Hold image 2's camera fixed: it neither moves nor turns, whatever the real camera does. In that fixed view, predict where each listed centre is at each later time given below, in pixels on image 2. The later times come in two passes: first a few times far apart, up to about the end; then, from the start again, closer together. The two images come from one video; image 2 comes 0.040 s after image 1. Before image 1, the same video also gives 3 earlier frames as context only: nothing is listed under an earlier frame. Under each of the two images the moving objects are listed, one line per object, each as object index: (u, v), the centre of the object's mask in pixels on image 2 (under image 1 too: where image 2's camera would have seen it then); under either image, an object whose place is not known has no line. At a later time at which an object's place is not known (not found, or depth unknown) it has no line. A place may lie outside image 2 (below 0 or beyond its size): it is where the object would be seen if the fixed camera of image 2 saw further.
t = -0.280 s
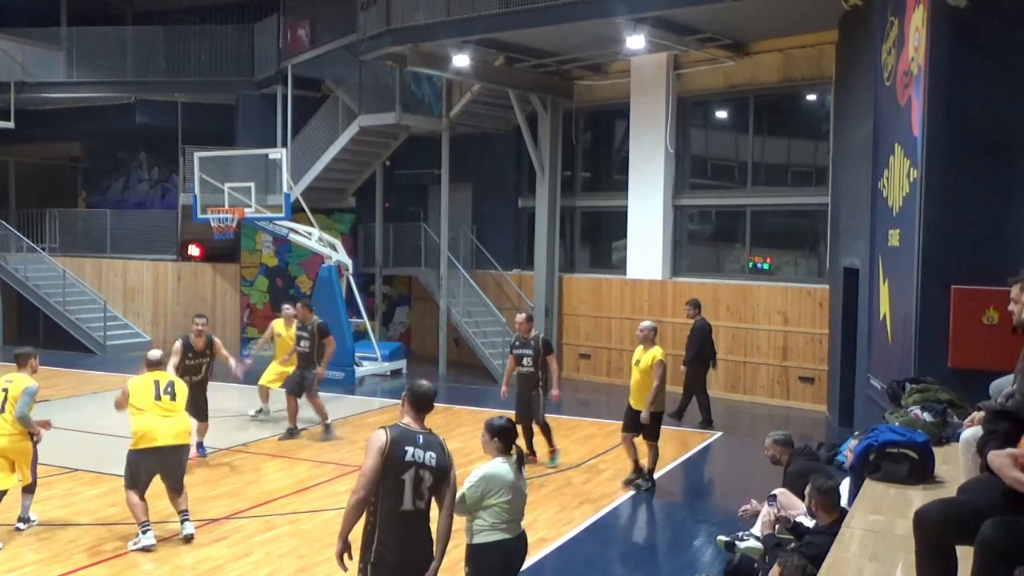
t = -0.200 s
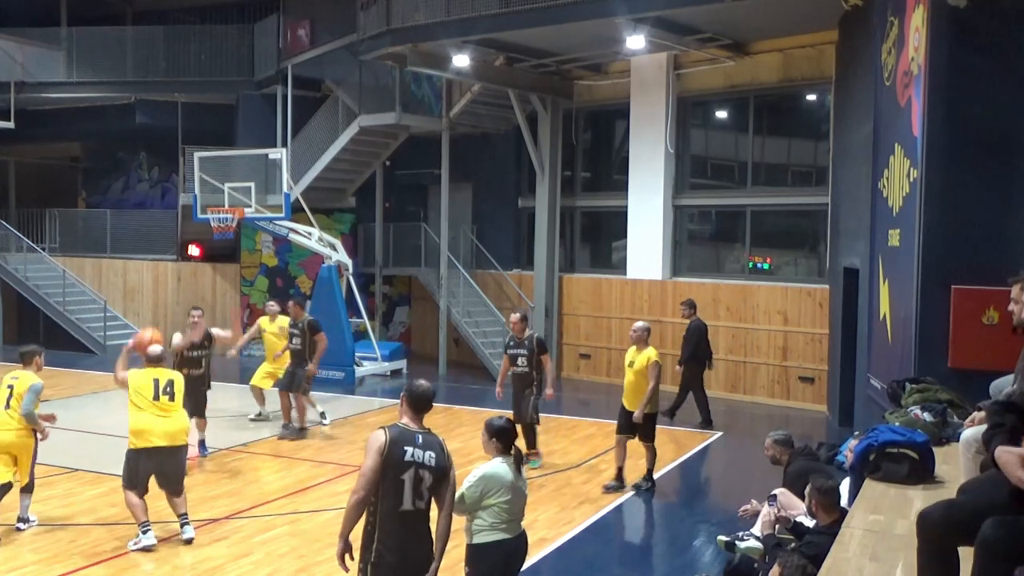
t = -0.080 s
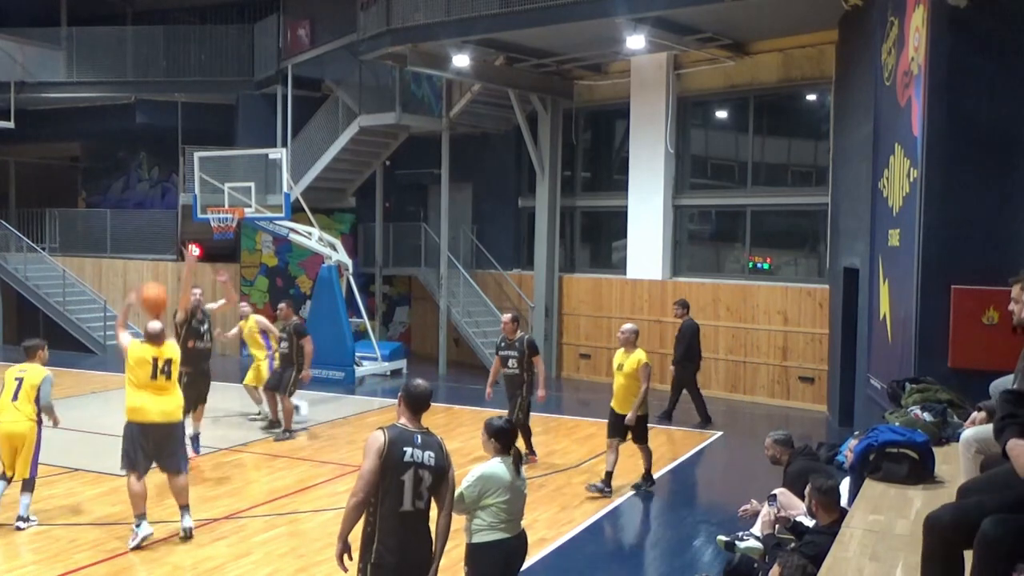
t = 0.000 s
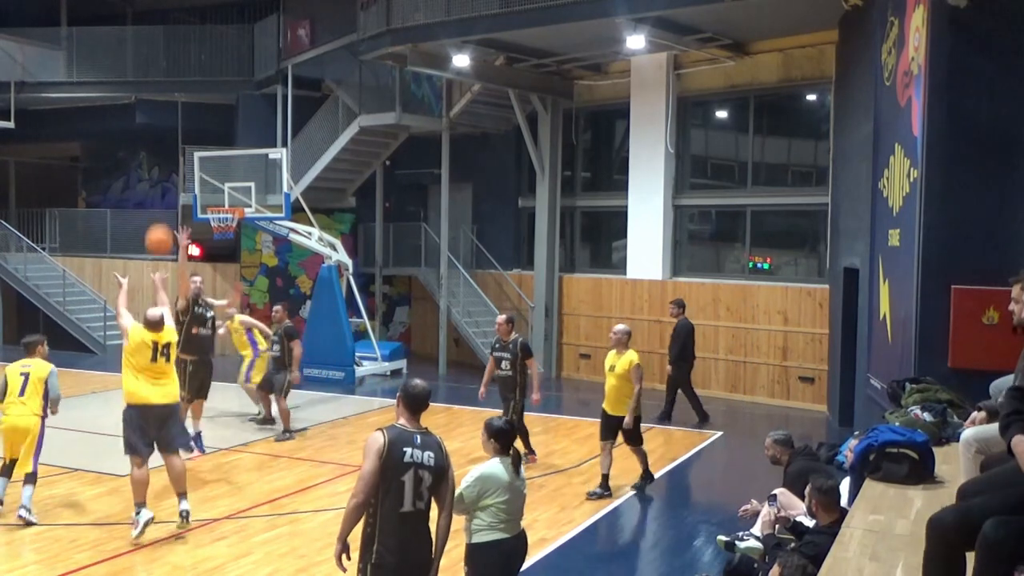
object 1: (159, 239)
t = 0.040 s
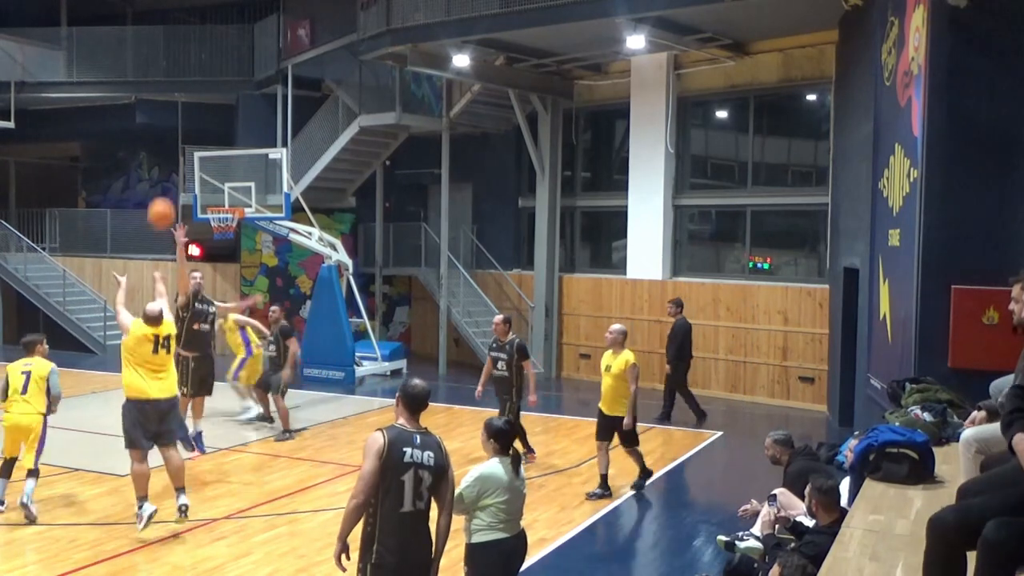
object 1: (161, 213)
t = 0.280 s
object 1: (174, 105)
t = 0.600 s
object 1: (185, 63)
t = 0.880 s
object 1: (191, 94)
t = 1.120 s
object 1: (195, 157)
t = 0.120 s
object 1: (165, 168)
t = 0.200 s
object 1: (169, 132)
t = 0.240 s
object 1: (171, 117)
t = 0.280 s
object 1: (174, 105)
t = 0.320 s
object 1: (175, 93)
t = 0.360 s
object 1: (177, 84)
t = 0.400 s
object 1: (178, 77)
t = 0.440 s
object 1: (180, 71)
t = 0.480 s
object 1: (181, 67)
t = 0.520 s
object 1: (182, 64)
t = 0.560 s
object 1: (184, 63)
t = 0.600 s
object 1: (185, 63)
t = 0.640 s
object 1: (186, 64)
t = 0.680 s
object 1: (187, 66)
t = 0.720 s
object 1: (188, 70)
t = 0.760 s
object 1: (189, 74)
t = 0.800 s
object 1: (190, 80)
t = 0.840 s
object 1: (191, 87)
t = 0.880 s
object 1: (191, 94)
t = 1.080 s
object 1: (195, 144)
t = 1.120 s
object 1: (195, 157)
